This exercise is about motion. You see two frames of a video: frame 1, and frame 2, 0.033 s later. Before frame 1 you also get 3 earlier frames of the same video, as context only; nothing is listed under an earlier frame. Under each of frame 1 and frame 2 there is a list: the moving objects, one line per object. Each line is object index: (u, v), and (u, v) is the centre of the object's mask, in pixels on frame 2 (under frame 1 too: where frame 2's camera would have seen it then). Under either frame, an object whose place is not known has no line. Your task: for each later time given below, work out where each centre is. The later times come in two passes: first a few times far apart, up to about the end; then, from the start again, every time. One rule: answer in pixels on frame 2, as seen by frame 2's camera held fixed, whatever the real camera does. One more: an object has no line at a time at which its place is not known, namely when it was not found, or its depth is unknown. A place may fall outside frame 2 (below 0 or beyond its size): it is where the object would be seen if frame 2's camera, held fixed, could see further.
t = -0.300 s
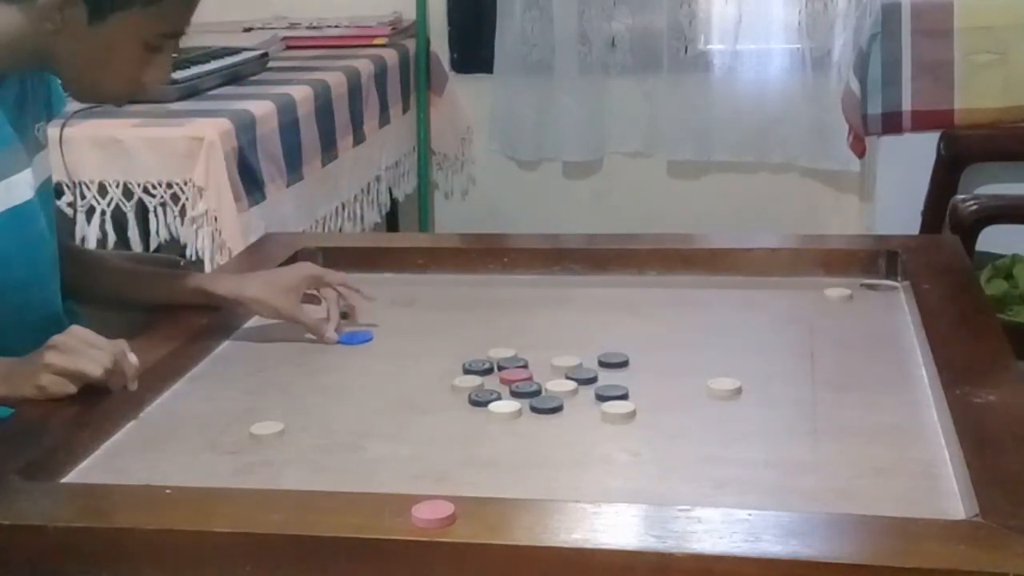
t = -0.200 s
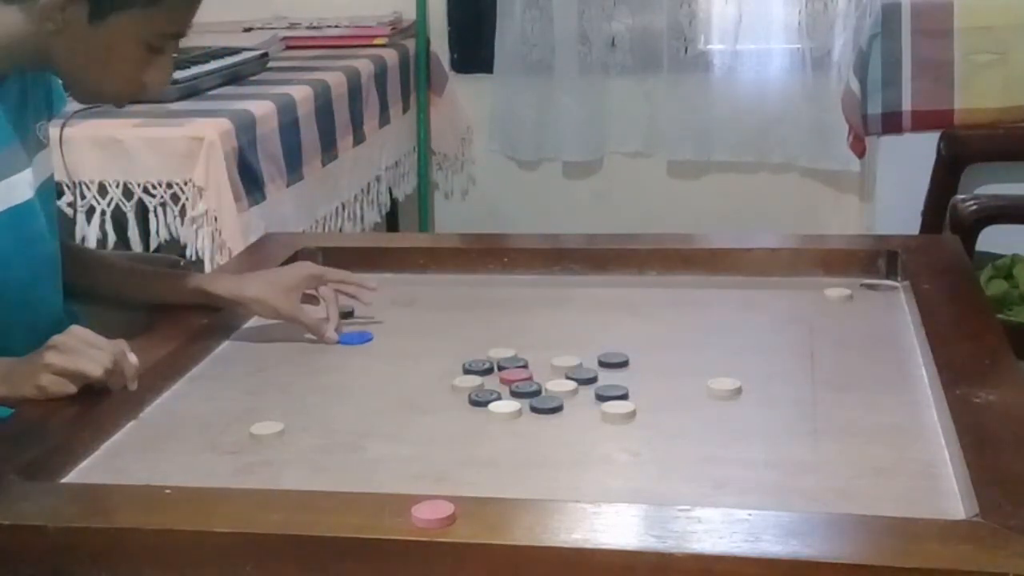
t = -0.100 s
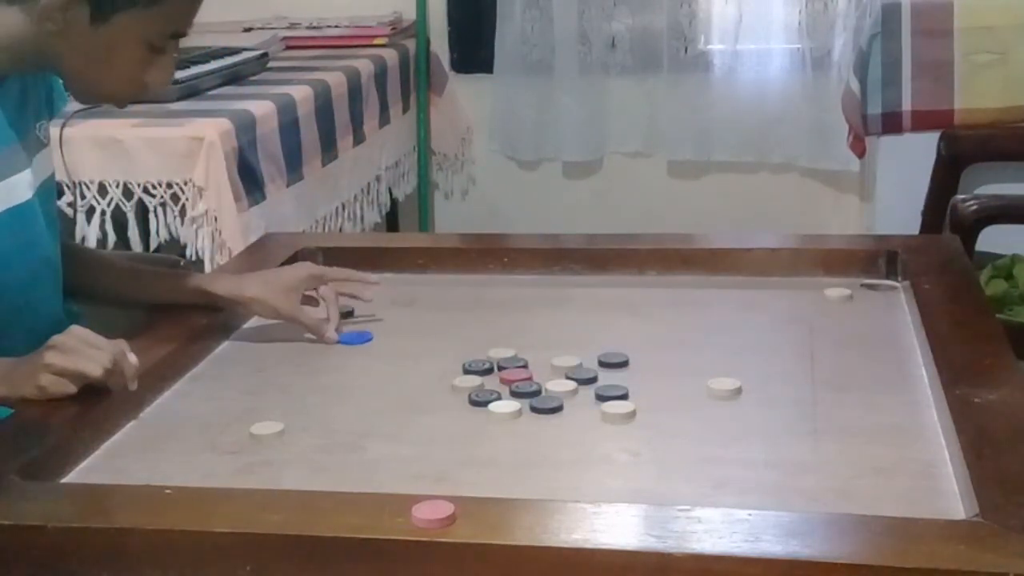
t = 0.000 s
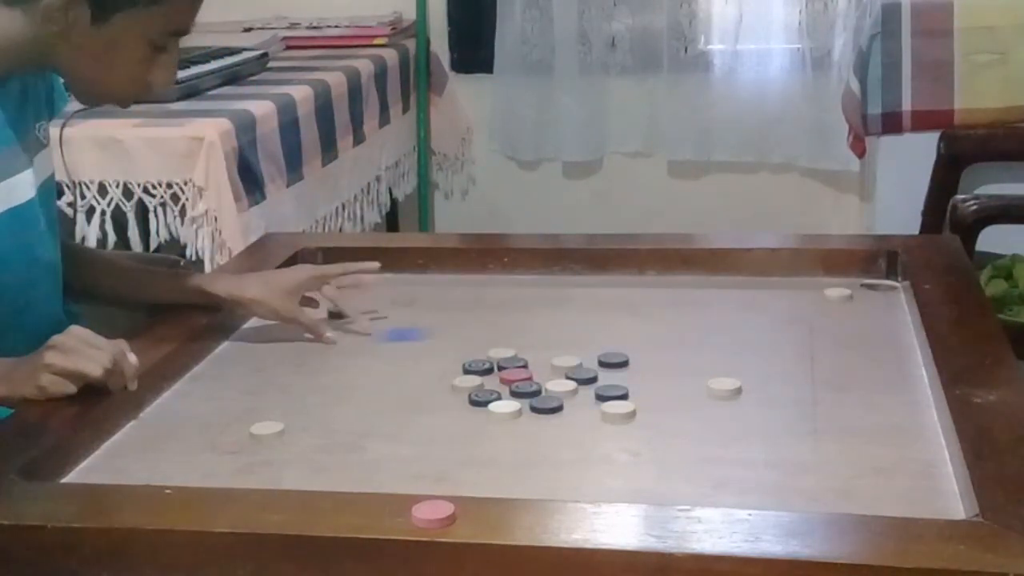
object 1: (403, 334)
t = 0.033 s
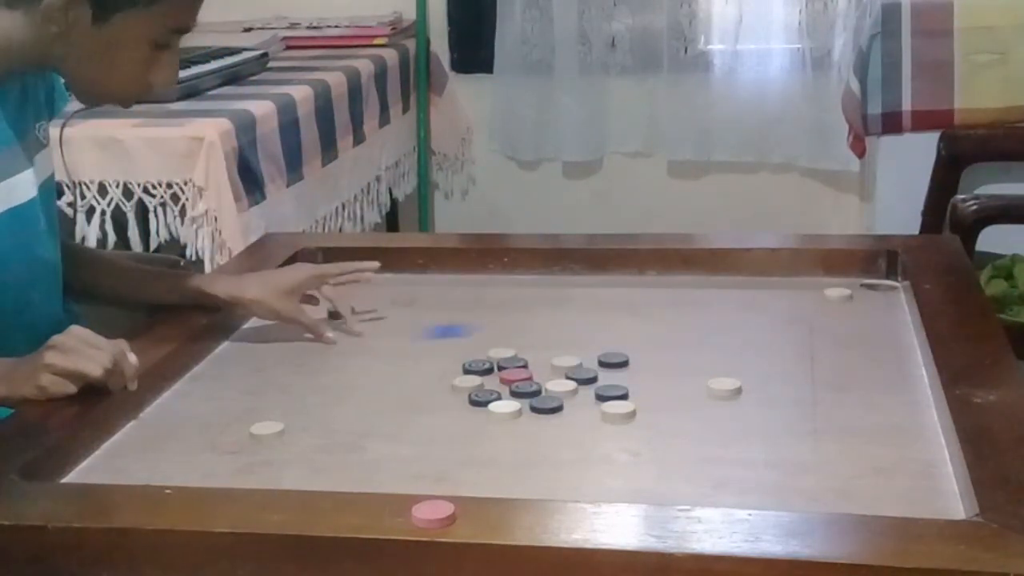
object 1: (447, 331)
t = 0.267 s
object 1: (741, 311)
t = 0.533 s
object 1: (814, 306)
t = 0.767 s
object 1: (722, 306)
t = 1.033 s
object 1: (705, 307)
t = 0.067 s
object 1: (495, 327)
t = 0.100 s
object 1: (536, 324)
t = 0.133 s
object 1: (580, 321)
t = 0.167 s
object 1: (624, 318)
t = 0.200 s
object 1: (663, 315)
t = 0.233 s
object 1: (702, 313)
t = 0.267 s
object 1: (741, 311)
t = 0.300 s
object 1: (781, 308)
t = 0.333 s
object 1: (819, 305)
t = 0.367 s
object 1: (857, 305)
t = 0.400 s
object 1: (882, 306)
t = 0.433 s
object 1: (870, 306)
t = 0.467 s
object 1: (849, 306)
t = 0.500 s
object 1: (829, 306)
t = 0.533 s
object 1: (814, 306)
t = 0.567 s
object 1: (797, 306)
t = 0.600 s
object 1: (781, 307)
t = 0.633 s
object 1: (765, 307)
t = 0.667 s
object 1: (752, 307)
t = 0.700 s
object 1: (740, 306)
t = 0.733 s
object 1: (731, 306)
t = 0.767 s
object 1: (722, 306)
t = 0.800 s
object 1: (716, 306)
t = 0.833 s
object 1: (711, 307)
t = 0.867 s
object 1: (707, 307)
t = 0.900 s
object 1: (705, 307)
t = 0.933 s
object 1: (705, 307)
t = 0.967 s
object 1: (705, 307)
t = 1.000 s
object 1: (705, 307)
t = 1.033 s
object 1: (705, 307)
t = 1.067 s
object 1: (705, 307)
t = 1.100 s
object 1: (705, 307)
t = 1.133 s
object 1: (705, 307)
